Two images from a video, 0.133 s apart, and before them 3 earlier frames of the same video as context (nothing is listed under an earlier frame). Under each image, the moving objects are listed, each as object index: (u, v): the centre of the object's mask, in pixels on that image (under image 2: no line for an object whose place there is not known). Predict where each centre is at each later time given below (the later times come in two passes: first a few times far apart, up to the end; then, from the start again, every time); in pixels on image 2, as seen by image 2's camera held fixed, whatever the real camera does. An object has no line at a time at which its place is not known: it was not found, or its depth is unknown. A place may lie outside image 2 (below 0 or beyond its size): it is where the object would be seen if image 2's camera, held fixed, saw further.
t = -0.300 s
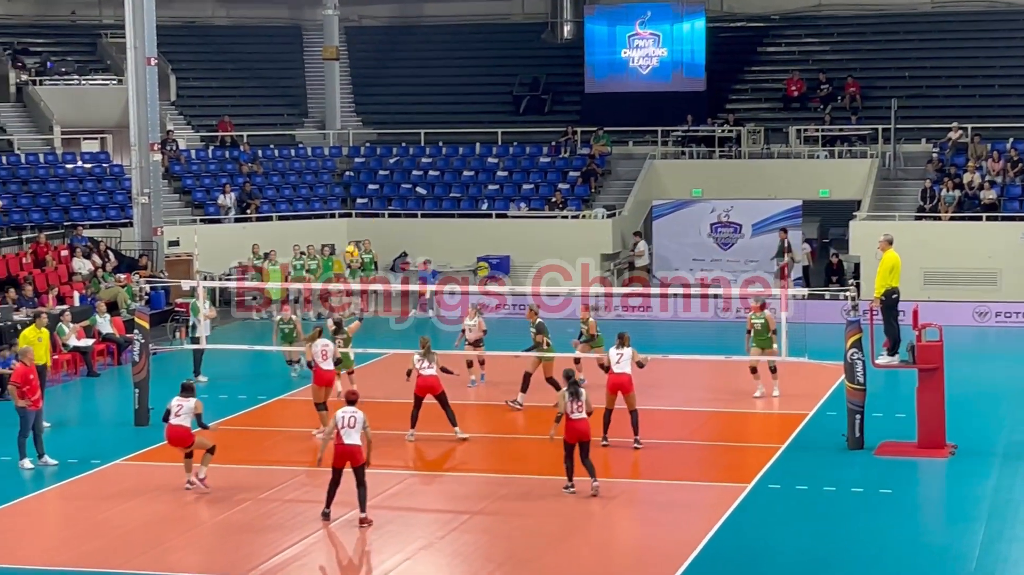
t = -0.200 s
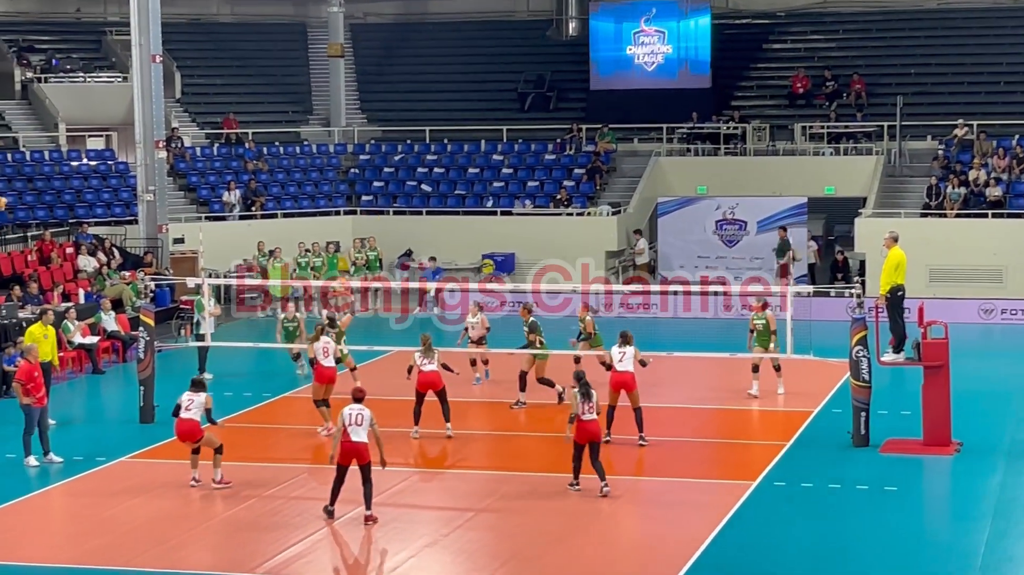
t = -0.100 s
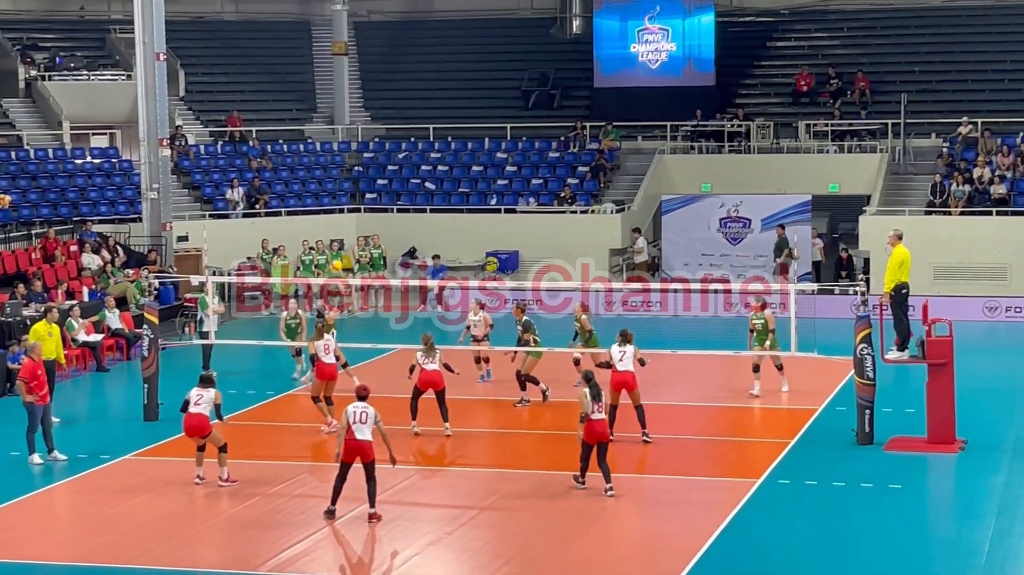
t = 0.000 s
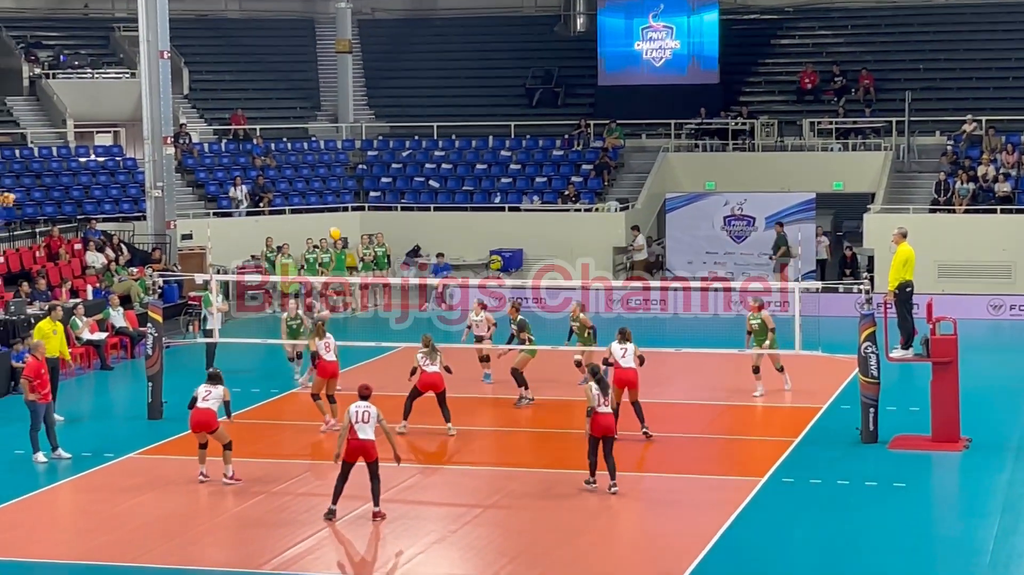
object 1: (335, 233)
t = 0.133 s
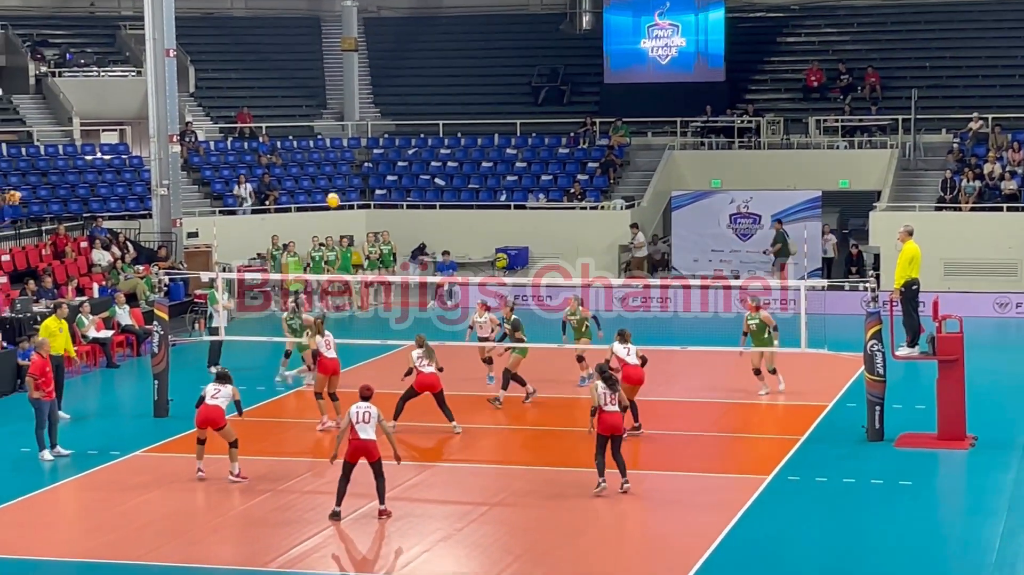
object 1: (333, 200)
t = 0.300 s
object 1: (325, 176)
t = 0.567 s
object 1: (314, 170)
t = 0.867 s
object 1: (303, 211)
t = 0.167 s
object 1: (331, 194)
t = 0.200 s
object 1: (329, 188)
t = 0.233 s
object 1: (328, 184)
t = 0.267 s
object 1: (326, 179)
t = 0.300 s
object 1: (325, 176)
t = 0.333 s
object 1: (324, 173)
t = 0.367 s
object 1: (322, 170)
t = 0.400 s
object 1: (321, 169)
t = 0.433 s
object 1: (319, 168)
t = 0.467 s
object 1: (318, 167)
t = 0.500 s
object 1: (316, 167)
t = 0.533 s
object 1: (315, 168)
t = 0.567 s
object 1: (314, 170)
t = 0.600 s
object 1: (312, 172)
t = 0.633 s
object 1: (311, 175)
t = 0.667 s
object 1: (310, 178)
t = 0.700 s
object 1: (309, 182)
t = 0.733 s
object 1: (307, 187)
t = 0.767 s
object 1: (306, 192)
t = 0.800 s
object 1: (305, 198)
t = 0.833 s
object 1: (304, 205)
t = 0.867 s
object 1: (303, 211)
